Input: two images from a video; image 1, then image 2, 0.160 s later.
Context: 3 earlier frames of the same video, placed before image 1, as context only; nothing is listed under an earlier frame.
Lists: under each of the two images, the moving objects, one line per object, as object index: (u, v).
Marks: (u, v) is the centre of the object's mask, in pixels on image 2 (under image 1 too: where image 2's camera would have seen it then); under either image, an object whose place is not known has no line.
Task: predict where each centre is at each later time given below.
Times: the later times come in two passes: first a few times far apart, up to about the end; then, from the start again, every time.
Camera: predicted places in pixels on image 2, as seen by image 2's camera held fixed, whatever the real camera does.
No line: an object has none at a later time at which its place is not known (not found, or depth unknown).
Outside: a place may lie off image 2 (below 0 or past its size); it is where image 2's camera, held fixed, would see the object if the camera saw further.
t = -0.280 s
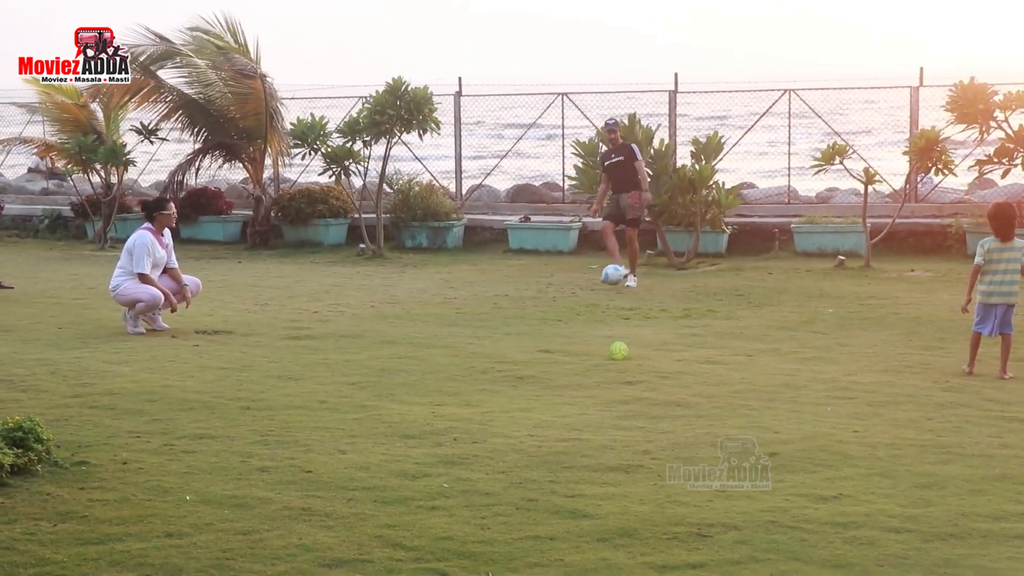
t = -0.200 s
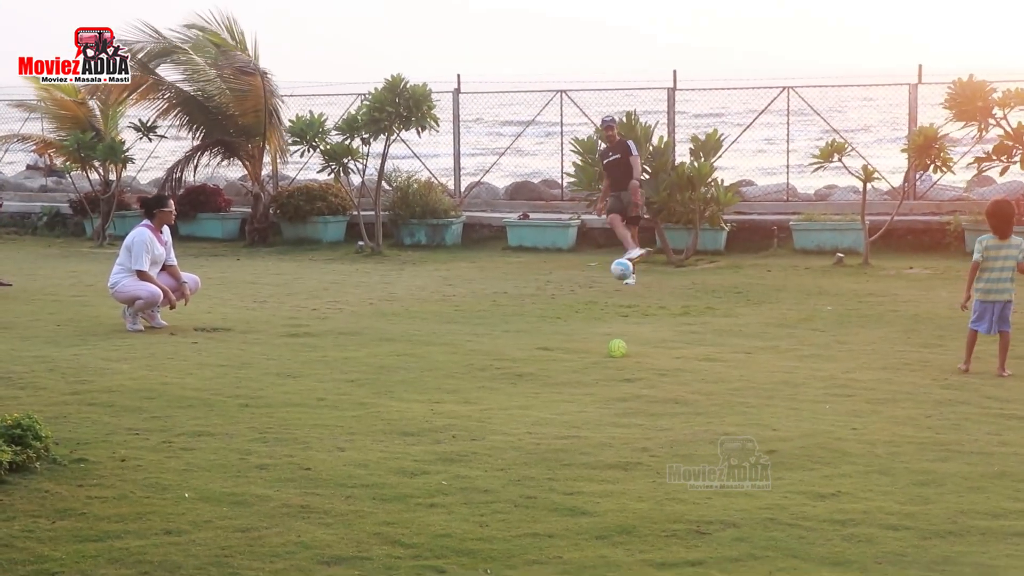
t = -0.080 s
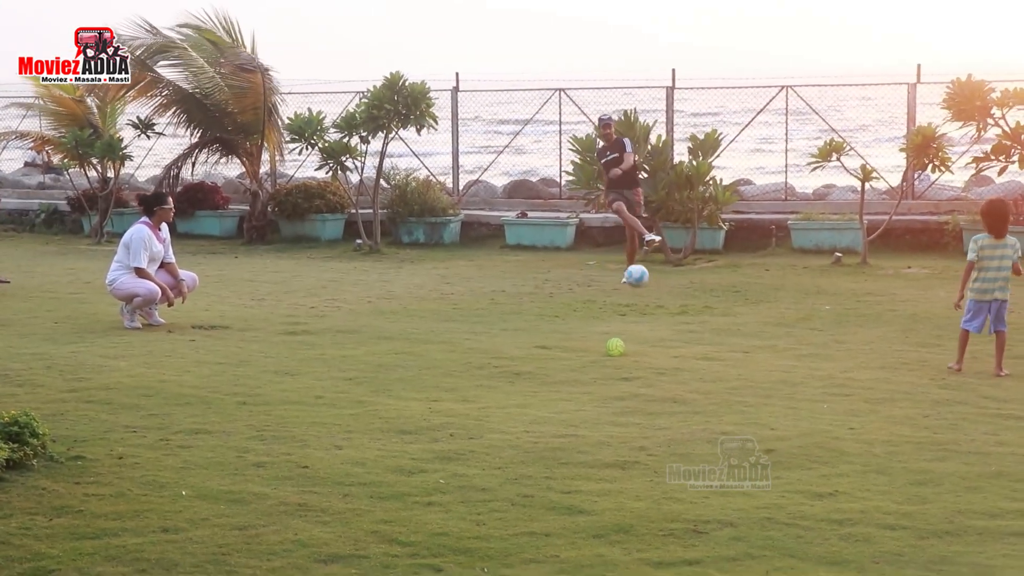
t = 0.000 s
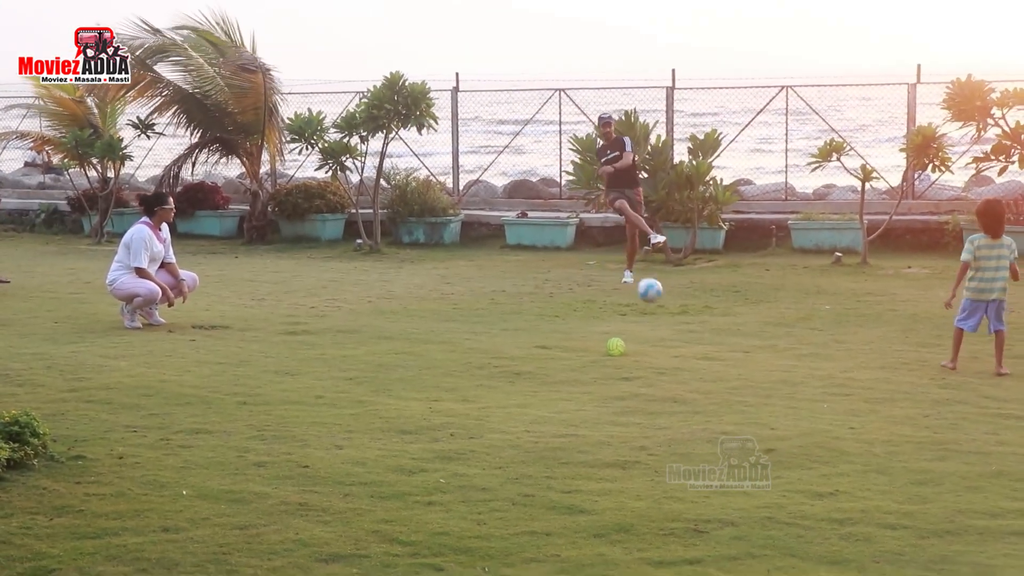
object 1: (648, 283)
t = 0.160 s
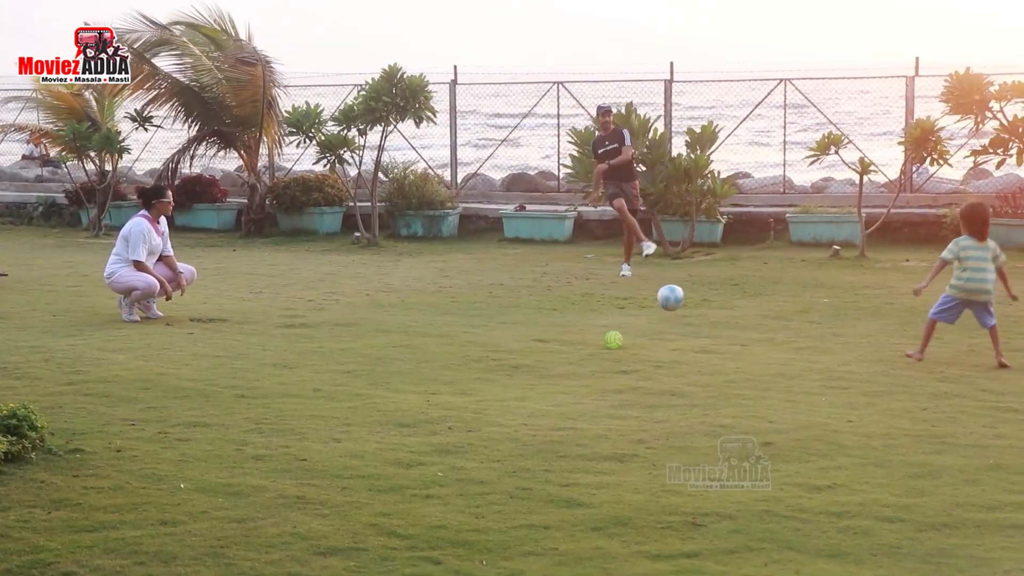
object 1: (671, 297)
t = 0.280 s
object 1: (687, 305)
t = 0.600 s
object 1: (728, 325)
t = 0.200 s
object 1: (676, 298)
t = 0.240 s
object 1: (681, 301)
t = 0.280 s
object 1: (687, 305)
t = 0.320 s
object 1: (692, 313)
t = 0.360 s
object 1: (698, 323)
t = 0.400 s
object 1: (703, 327)
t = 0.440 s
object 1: (708, 321)
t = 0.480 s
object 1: (713, 319)
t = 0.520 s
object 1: (718, 319)
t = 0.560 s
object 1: (723, 320)
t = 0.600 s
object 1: (728, 325)
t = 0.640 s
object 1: (733, 331)
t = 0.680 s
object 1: (739, 340)
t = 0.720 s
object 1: (744, 353)
